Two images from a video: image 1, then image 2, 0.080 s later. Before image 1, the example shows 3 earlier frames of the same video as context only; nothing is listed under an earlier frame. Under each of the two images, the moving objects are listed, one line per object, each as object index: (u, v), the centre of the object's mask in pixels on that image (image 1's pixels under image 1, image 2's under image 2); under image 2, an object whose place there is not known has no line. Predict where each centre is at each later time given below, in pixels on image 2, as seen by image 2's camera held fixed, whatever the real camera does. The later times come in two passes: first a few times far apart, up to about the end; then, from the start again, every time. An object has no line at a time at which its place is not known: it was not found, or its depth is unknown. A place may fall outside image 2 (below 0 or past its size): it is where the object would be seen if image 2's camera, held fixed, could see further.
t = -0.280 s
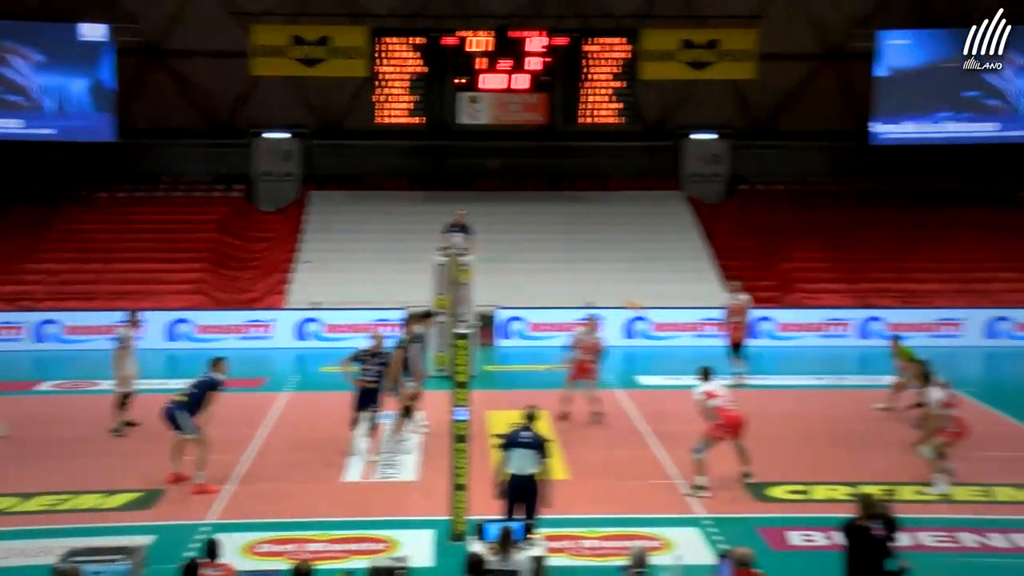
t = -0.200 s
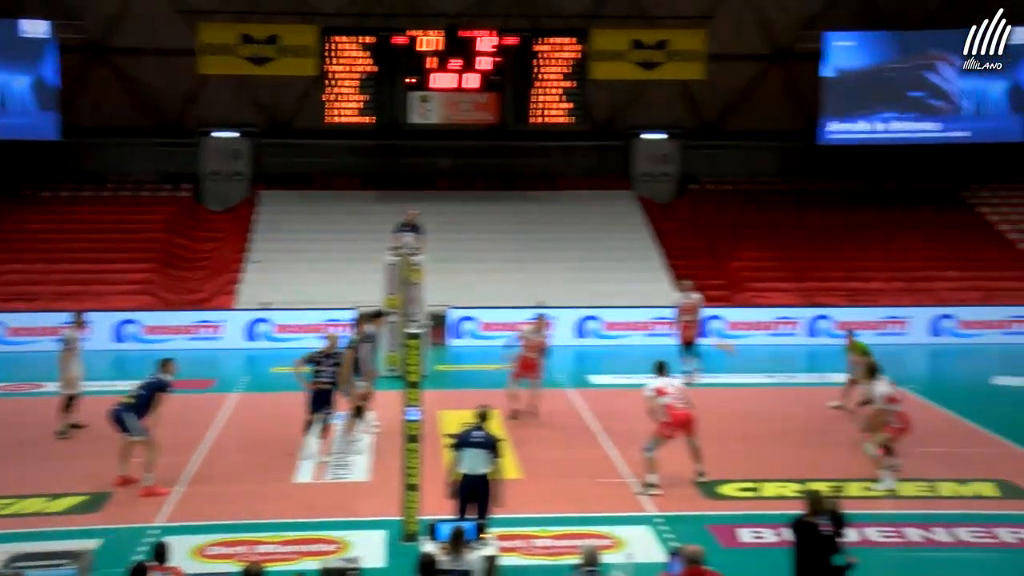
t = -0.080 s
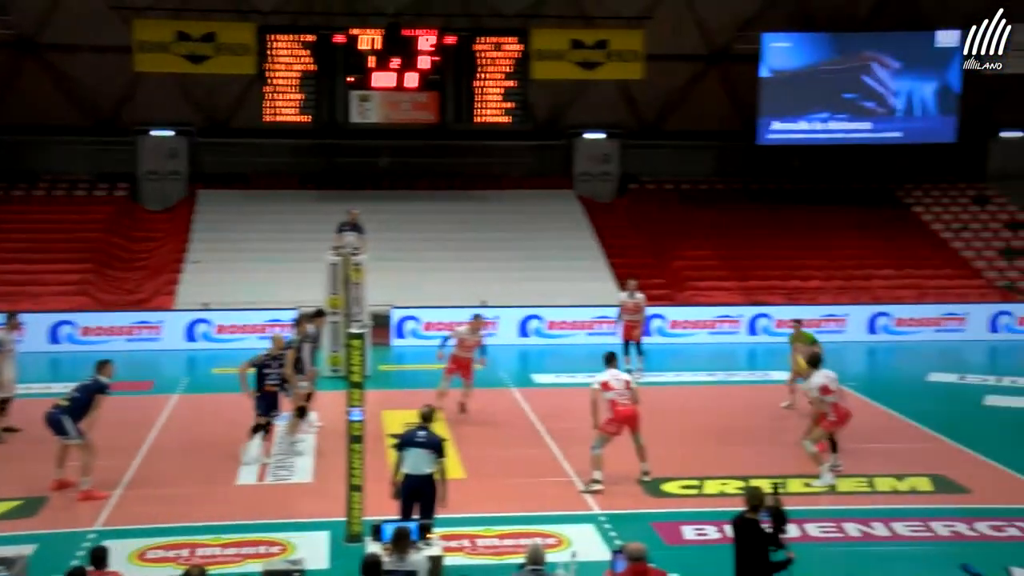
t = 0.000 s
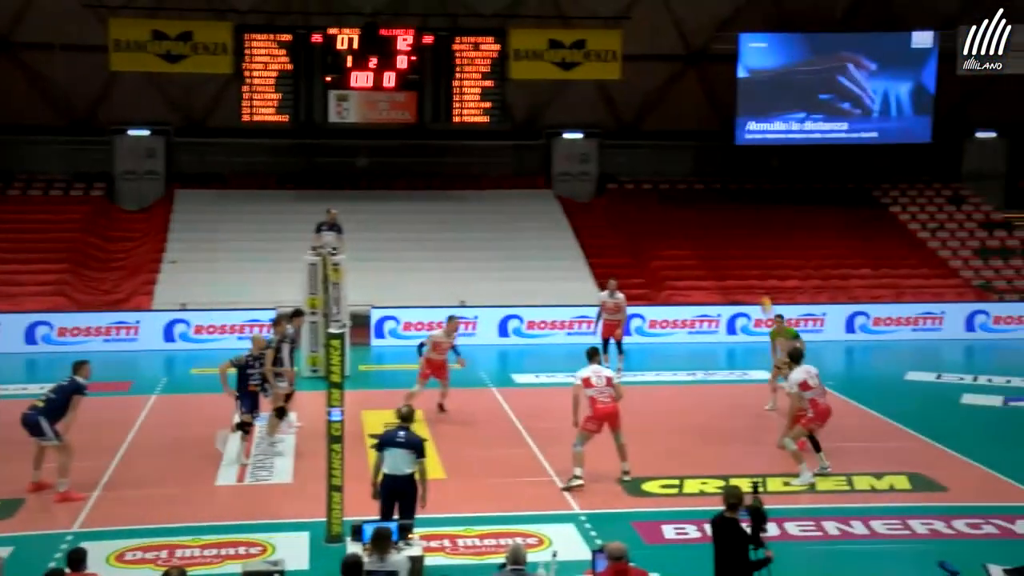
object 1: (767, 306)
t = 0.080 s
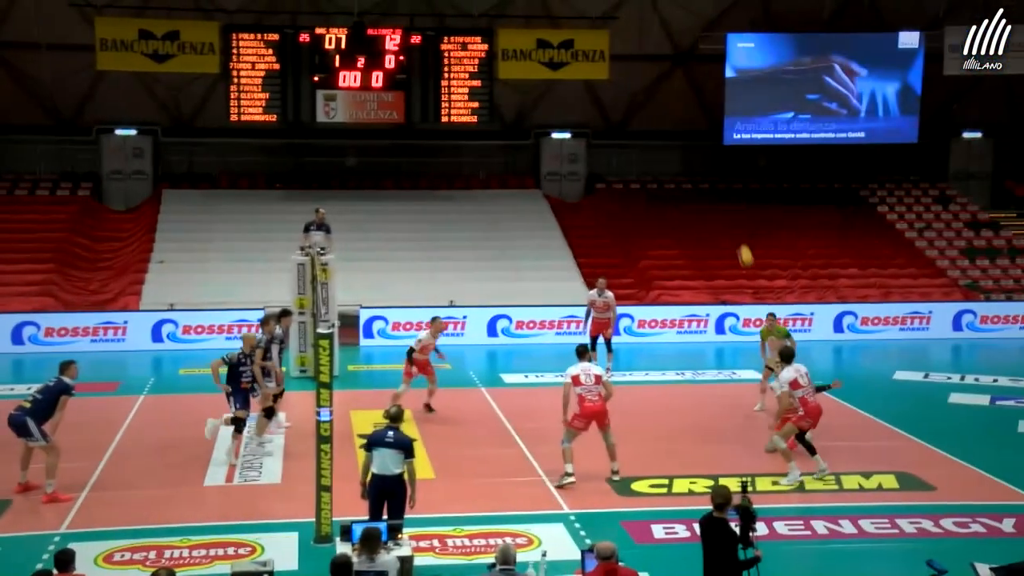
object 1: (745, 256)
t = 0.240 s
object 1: (728, 169)
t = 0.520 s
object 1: (703, 60)
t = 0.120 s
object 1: (740, 233)
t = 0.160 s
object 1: (736, 210)
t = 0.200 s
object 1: (732, 189)
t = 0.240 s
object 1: (728, 169)
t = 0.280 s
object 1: (724, 151)
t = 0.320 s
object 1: (720, 132)
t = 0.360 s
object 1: (717, 115)
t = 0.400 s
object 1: (714, 100)
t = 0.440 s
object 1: (710, 85)
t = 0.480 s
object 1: (707, 72)
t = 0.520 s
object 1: (703, 60)
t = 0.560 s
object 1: (700, 49)
